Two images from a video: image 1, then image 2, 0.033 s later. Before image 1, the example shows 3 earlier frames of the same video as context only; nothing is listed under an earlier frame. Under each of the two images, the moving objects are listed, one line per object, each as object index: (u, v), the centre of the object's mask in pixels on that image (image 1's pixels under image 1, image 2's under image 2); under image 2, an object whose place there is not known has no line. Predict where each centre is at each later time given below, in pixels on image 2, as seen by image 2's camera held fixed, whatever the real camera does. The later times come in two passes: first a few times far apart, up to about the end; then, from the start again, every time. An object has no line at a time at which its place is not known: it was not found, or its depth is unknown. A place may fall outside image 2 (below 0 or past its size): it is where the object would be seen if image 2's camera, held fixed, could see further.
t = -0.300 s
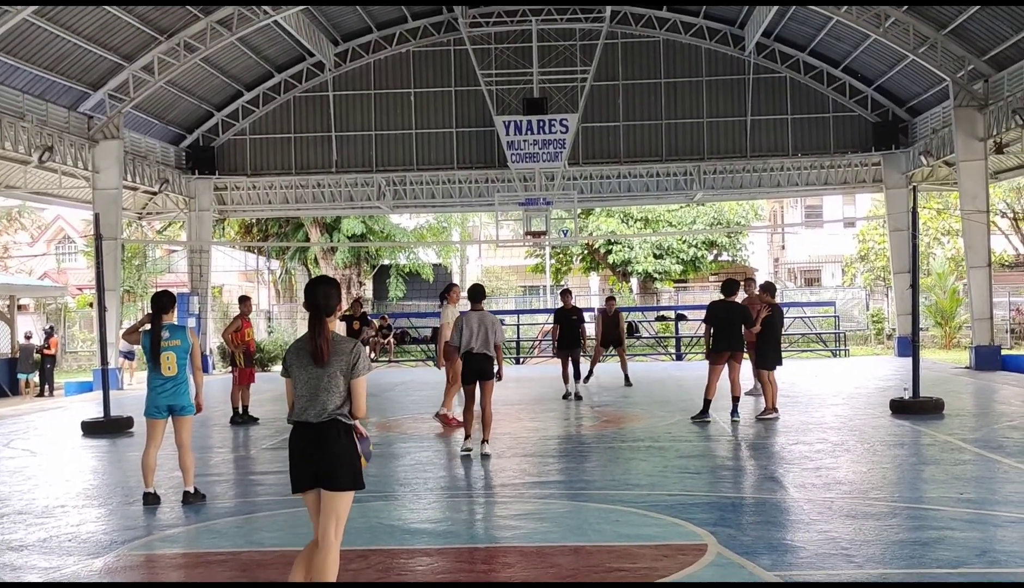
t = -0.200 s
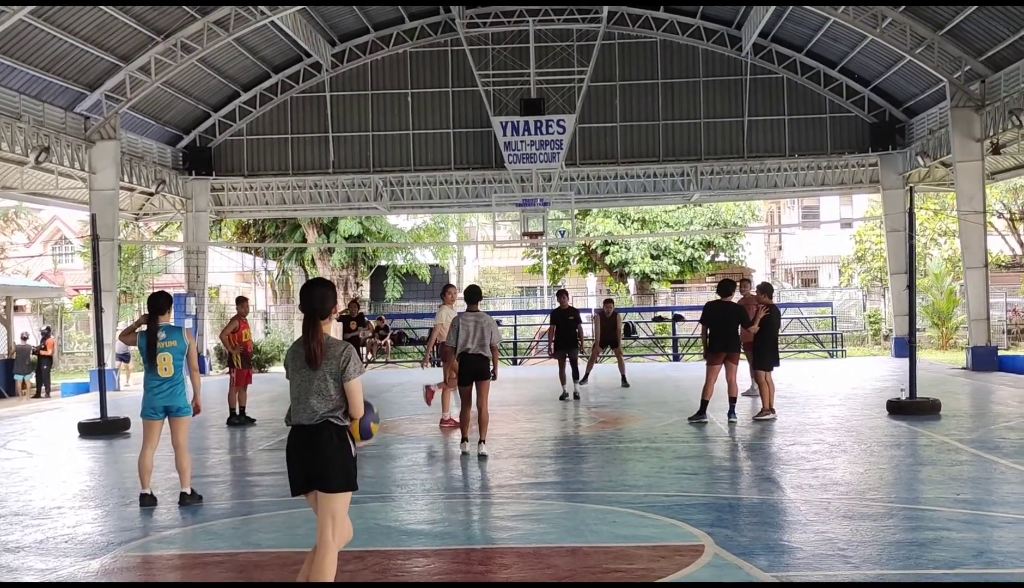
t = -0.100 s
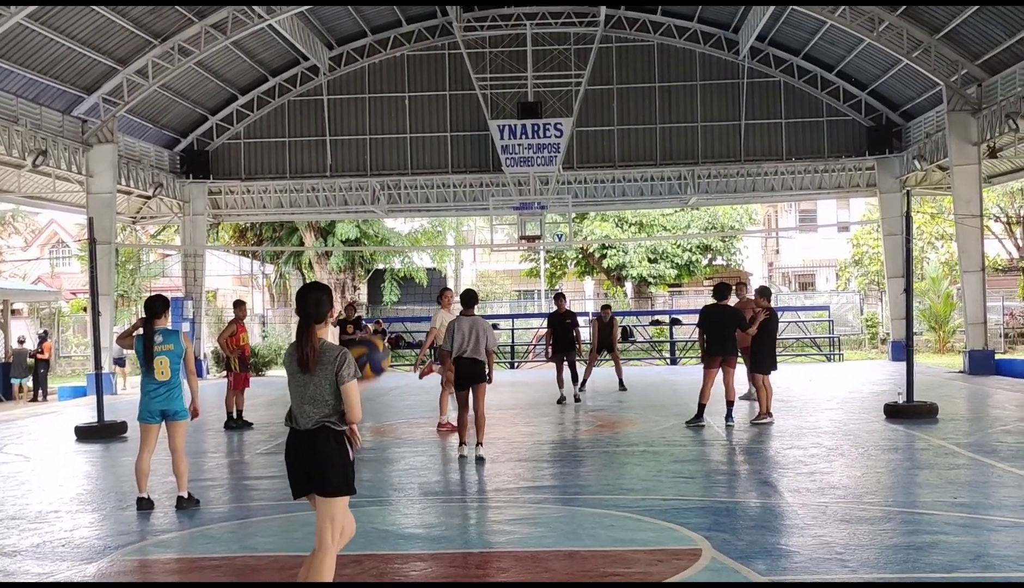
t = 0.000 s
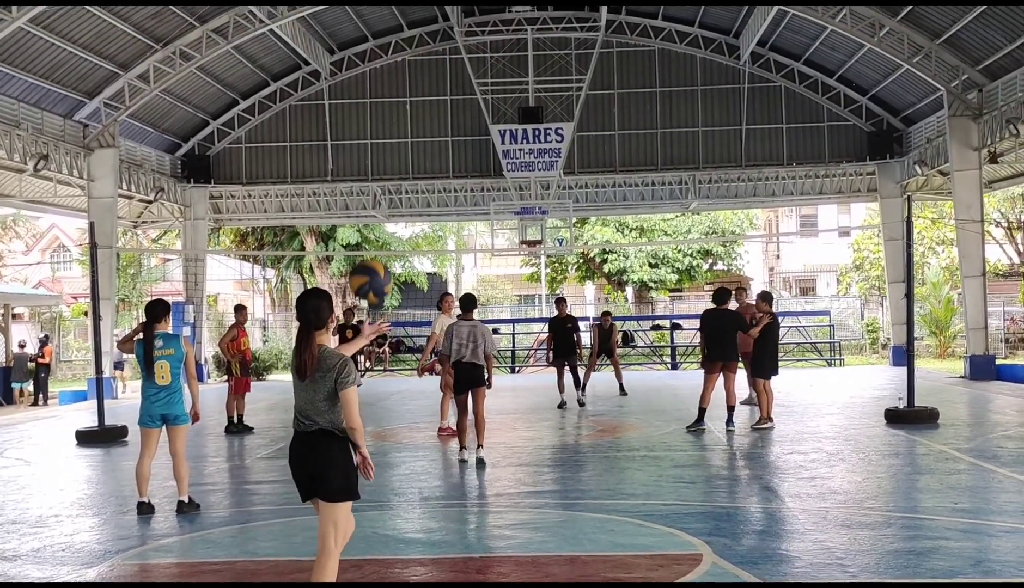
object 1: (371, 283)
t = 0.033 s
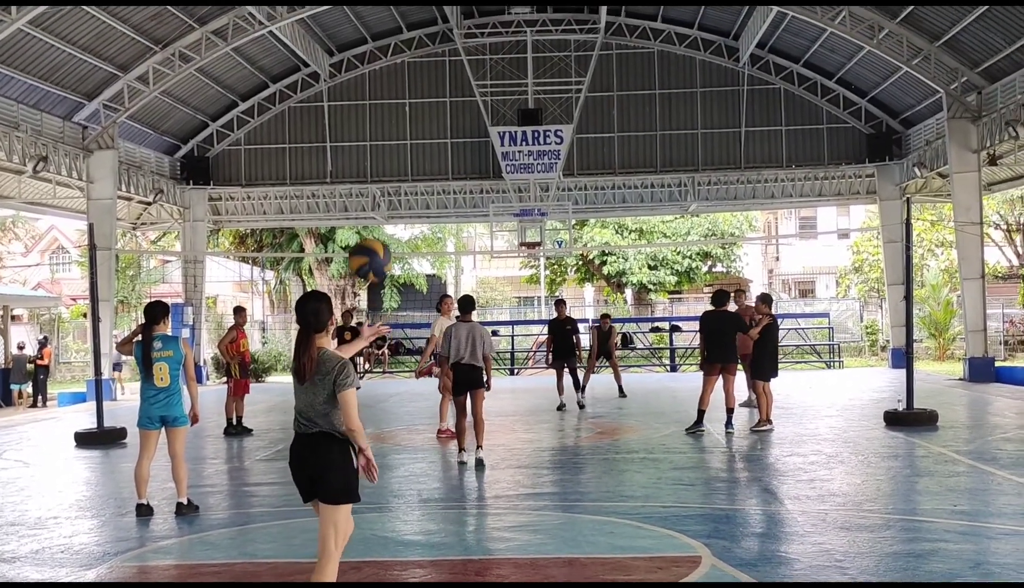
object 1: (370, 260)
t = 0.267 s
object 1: (375, 163)
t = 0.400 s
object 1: (379, 157)
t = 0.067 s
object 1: (371, 239)
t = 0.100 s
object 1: (371, 221)
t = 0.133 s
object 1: (372, 205)
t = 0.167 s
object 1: (373, 191)
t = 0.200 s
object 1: (374, 179)
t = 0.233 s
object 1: (375, 170)
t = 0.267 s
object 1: (375, 163)
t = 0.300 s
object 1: (376, 158)
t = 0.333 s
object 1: (377, 156)
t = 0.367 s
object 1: (378, 155)
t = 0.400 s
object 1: (379, 157)
